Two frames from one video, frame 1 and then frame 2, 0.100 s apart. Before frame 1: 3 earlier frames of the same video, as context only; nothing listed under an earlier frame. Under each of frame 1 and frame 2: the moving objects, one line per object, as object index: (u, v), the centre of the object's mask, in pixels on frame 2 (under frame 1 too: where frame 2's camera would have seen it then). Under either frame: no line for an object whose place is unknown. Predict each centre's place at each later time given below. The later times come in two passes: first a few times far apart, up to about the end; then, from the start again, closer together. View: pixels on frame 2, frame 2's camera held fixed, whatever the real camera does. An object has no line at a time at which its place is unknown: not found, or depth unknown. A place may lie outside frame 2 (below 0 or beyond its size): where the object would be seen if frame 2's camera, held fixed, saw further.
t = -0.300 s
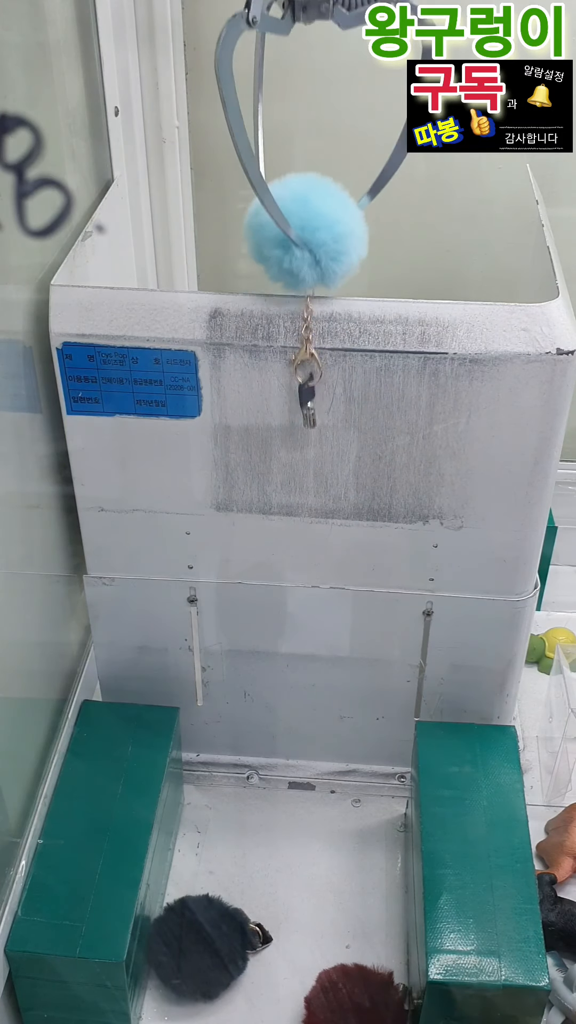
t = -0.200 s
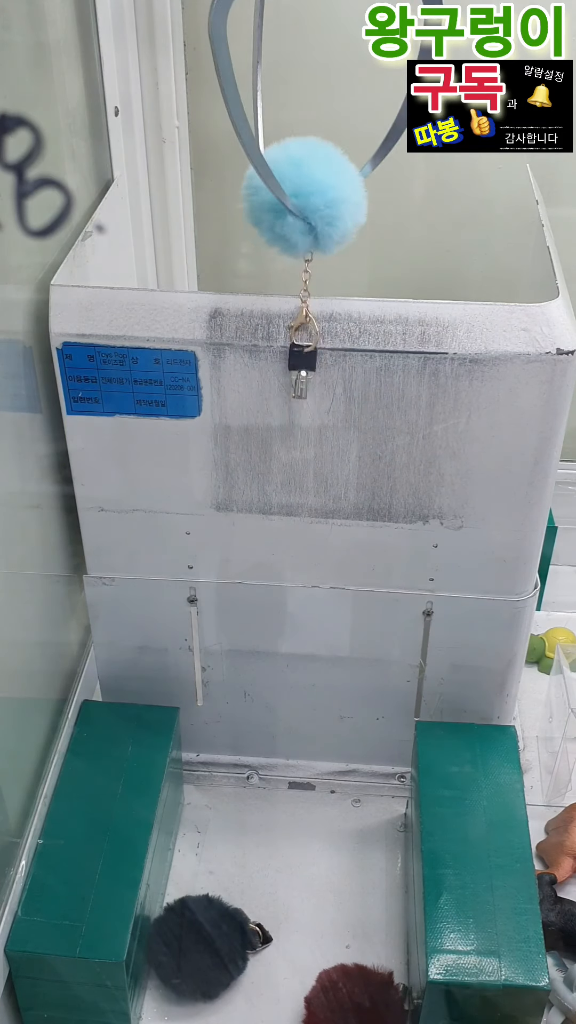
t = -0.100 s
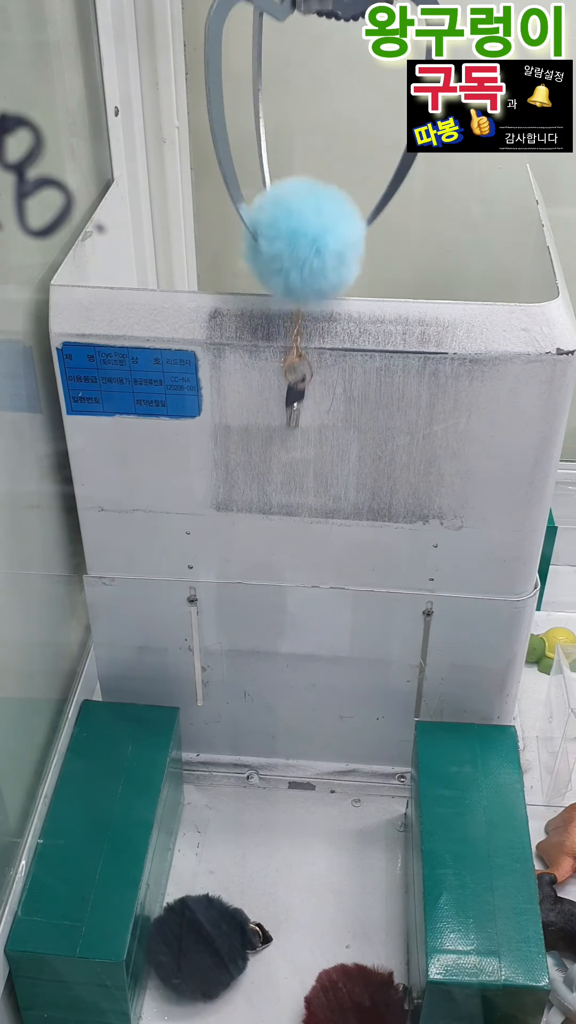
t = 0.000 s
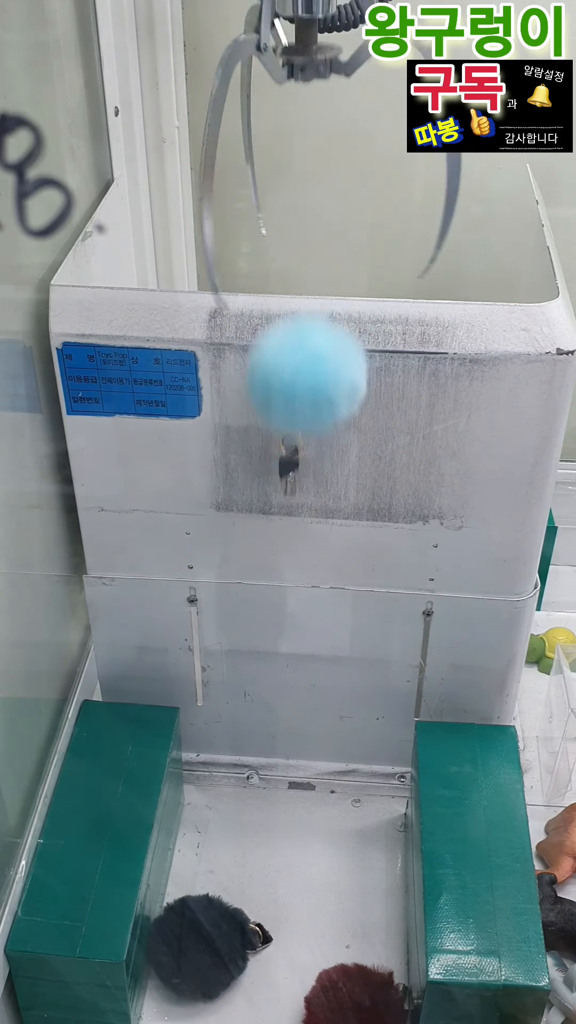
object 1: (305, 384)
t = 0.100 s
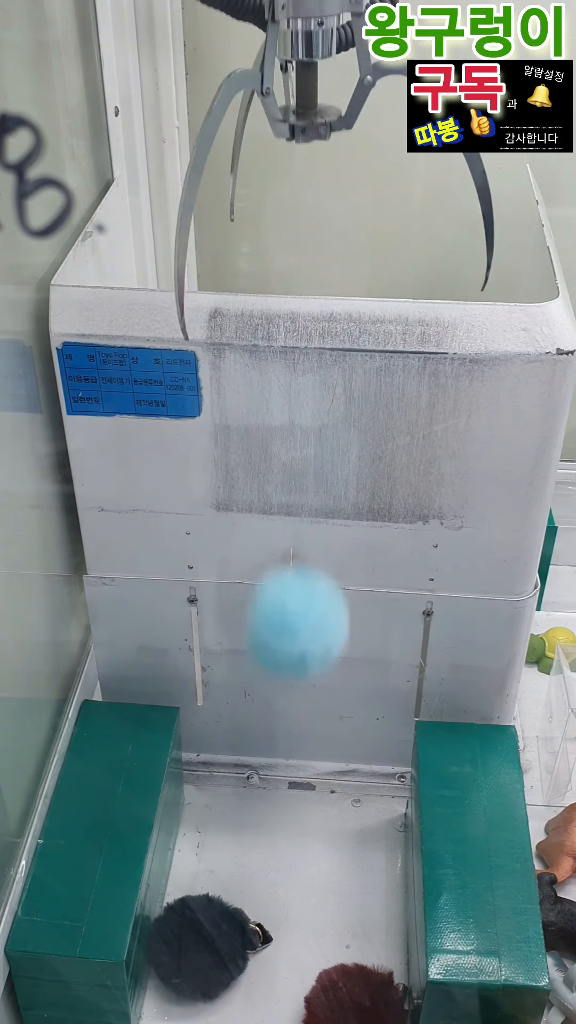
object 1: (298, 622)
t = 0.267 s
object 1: (280, 814)
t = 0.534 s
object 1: (274, 779)
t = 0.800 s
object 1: (273, 780)
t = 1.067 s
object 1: (273, 780)
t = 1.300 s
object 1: (273, 780)
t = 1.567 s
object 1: (273, 780)
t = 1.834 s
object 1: (273, 780)
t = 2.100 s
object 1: (274, 780)
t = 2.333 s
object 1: (274, 780)
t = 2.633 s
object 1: (274, 781)
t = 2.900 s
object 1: (273, 781)
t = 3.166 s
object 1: (273, 780)
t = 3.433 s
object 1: (273, 780)
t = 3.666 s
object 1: (273, 780)
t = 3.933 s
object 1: (273, 780)
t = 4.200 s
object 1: (273, 781)
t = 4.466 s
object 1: (274, 781)
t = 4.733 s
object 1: (274, 781)
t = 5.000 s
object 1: (274, 781)
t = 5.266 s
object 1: (274, 781)
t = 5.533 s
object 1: (273, 780)
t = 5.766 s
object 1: (273, 780)
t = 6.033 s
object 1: (273, 780)
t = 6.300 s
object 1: (273, 780)
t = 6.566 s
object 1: (273, 780)
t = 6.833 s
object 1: (273, 780)
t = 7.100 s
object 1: (273, 780)
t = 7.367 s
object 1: (273, 780)
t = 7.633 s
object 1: (273, 780)
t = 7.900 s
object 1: (273, 780)
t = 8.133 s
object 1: (273, 780)
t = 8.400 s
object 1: (273, 780)
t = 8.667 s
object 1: (274, 780)
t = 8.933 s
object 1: (274, 781)
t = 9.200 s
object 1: (274, 780)
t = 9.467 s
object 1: (273, 780)
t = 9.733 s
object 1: (274, 780)
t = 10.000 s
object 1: (274, 780)
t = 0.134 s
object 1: (292, 704)
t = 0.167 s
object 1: (288, 786)
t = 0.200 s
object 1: (287, 862)
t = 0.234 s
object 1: (283, 840)
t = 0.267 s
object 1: (280, 814)
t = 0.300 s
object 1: (278, 796)
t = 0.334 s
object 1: (276, 787)
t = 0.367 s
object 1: (277, 786)
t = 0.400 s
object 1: (275, 779)
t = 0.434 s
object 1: (274, 776)
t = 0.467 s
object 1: (274, 776)
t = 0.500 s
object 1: (273, 777)
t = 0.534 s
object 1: (274, 779)
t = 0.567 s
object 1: (273, 780)
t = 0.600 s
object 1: (273, 780)
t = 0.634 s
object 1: (273, 780)
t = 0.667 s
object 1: (273, 780)
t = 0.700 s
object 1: (273, 780)
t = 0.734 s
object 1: (273, 780)
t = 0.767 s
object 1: (273, 780)
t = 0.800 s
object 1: (273, 780)
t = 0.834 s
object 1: (273, 780)
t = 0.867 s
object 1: (273, 780)
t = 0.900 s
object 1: (273, 780)
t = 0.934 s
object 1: (273, 780)
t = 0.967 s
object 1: (273, 780)
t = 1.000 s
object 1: (273, 780)
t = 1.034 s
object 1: (273, 780)
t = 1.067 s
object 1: (273, 780)
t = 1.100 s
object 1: (273, 780)
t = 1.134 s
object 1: (273, 780)
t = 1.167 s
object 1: (273, 780)
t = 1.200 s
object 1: (273, 780)
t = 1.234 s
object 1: (273, 780)
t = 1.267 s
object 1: (273, 780)
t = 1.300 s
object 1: (273, 780)
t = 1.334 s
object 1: (273, 780)
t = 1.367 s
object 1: (273, 780)
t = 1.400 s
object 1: (273, 780)
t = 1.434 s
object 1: (273, 780)
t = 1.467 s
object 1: (273, 780)
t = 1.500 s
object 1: (273, 780)
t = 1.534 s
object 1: (273, 780)
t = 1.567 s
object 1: (273, 780)
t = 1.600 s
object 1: (273, 781)
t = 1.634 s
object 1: (273, 781)
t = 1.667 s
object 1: (273, 780)
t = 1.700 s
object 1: (273, 780)
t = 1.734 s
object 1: (273, 780)
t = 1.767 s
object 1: (273, 780)
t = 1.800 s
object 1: (273, 780)
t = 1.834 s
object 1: (273, 780)
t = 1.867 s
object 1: (273, 780)
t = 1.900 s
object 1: (274, 780)
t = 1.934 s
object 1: (274, 780)
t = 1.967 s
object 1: (274, 780)
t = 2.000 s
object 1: (274, 780)
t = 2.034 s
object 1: (273, 780)
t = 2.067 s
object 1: (274, 780)
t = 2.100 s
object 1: (274, 780)
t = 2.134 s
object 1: (274, 780)
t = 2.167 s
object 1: (274, 780)
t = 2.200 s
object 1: (274, 780)
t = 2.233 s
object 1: (274, 780)
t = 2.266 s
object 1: (274, 780)
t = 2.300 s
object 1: (274, 781)
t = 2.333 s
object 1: (274, 780)
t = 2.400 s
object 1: (274, 781)
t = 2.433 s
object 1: (274, 781)
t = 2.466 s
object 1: (274, 781)
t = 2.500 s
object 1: (274, 781)
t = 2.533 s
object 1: (274, 781)
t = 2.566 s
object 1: (274, 781)
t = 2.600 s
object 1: (274, 781)
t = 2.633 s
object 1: (274, 781)
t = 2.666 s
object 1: (274, 781)
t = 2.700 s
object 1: (274, 781)
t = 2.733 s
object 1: (274, 781)
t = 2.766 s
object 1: (274, 781)
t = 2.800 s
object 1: (274, 781)
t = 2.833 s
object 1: (274, 781)
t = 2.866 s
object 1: (274, 781)
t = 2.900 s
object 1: (273, 781)
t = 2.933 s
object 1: (274, 780)
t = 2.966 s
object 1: (274, 781)
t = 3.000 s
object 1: (274, 781)
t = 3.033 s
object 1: (274, 780)
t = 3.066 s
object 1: (274, 781)
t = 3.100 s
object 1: (274, 780)
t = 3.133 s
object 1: (274, 780)
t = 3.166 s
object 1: (273, 780)
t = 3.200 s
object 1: (273, 780)
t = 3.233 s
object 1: (273, 780)
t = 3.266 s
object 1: (273, 780)
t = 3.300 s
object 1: (273, 780)
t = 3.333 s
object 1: (273, 780)
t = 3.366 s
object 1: (273, 780)
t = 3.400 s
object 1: (273, 780)
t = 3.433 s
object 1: (273, 780)
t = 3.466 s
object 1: (273, 780)
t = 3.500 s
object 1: (273, 780)
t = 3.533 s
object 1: (273, 780)
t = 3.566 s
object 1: (273, 780)
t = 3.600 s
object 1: (273, 780)
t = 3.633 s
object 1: (273, 780)
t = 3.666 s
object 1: (273, 780)
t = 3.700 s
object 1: (273, 780)
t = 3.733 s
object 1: (273, 780)
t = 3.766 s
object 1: (273, 780)
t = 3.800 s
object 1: (273, 780)
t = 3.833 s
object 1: (273, 780)
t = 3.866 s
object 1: (273, 780)
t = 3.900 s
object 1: (273, 780)
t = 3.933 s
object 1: (273, 780)
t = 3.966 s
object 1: (273, 780)
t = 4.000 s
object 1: (273, 781)
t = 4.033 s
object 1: (273, 780)
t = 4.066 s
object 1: (273, 781)
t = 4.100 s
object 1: (273, 781)
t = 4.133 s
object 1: (273, 781)
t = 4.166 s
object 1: (273, 781)
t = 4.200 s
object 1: (273, 781)
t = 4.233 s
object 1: (273, 781)
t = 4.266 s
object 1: (273, 781)
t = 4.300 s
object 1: (273, 781)
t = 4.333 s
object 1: (273, 781)
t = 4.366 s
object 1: (273, 781)
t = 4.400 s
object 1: (273, 781)
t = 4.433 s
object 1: (273, 781)
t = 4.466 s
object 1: (274, 781)
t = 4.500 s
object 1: (274, 781)
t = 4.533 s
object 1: (274, 781)
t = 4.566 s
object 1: (274, 781)
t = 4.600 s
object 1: (274, 781)
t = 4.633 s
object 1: (274, 781)
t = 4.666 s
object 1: (274, 781)
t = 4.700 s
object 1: (274, 781)
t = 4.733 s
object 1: (274, 781)
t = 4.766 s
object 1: (274, 781)
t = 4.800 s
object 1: (274, 781)
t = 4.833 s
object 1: (274, 781)
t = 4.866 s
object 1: (274, 781)
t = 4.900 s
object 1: (274, 781)
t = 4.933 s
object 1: (274, 781)
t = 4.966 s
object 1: (274, 781)
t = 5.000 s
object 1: (274, 781)
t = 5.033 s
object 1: (274, 781)
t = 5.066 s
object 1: (274, 781)
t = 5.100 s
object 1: (274, 781)
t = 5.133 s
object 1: (274, 781)
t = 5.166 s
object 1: (274, 780)
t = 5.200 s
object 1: (274, 780)
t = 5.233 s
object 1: (274, 780)
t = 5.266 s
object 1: (274, 781)
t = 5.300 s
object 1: (274, 781)
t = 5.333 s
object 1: (274, 780)
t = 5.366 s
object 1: (273, 780)
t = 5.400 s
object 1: (274, 780)
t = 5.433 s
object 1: (273, 780)
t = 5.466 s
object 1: (273, 780)
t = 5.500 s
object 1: (273, 780)
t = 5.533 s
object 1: (273, 780)
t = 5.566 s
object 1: (273, 780)
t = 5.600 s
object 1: (273, 780)
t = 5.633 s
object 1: (273, 780)
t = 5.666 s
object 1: (273, 780)
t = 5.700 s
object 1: (273, 780)
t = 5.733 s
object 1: (273, 780)
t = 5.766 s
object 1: (273, 780)
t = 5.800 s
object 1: (273, 780)
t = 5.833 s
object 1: (273, 780)
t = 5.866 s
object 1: (273, 780)
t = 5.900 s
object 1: (273, 780)
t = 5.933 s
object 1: (273, 780)
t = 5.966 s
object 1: (273, 780)
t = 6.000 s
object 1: (273, 780)
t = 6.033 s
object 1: (273, 780)
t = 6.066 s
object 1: (273, 780)
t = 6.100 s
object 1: (273, 780)
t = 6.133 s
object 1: (273, 780)
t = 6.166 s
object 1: (273, 780)
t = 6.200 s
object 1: (273, 780)
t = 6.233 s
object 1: (273, 780)
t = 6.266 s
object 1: (273, 780)
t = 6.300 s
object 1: (273, 780)
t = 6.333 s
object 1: (273, 780)
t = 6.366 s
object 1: (273, 780)
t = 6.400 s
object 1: (273, 780)
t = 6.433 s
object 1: (273, 780)
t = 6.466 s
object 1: (273, 780)
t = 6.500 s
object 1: (273, 780)
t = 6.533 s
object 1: (273, 780)
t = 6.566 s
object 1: (273, 780)
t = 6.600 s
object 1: (273, 780)
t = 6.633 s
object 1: (273, 780)
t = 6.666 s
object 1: (273, 780)
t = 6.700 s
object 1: (273, 780)
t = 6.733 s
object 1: (273, 780)
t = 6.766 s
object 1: (273, 780)
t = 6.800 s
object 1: (273, 780)
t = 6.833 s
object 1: (273, 780)
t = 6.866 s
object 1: (273, 780)
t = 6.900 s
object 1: (273, 780)
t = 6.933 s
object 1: (273, 780)
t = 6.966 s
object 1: (273, 780)
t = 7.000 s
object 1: (273, 780)
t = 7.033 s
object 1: (273, 780)
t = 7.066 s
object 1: (273, 780)
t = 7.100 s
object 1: (273, 780)
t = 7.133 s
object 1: (273, 781)
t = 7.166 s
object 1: (273, 780)
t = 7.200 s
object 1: (273, 780)
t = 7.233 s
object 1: (273, 780)
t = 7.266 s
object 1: (273, 780)
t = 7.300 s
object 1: (273, 780)
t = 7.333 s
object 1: (273, 780)
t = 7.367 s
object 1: (273, 780)
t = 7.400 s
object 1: (273, 780)
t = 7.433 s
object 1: (273, 780)
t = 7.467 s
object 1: (274, 780)
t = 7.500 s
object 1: (274, 780)
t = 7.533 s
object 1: (274, 780)
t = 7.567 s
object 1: (274, 780)
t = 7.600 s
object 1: (273, 780)
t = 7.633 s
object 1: (273, 780)
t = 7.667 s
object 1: (273, 780)
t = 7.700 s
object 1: (273, 780)
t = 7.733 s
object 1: (273, 780)
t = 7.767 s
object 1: (273, 780)
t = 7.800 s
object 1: (273, 780)
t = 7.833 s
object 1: (273, 780)
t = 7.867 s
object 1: (273, 780)
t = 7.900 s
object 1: (273, 780)
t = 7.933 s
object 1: (273, 780)
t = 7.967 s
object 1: (273, 780)
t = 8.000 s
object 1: (273, 780)
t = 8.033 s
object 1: (273, 780)
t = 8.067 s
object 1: (273, 780)
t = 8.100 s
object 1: (273, 780)
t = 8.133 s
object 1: (273, 780)
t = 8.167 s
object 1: (273, 780)
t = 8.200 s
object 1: (273, 780)
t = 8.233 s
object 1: (273, 780)
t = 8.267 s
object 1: (273, 780)
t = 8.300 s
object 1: (273, 780)
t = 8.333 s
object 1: (273, 780)
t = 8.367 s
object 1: (273, 780)
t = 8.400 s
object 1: (273, 780)
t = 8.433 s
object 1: (273, 780)
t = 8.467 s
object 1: (273, 780)
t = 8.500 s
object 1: (273, 780)
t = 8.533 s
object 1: (273, 780)
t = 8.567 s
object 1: (274, 780)
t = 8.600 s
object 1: (273, 780)
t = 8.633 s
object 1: (274, 780)
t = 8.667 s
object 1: (274, 780)
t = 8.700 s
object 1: (274, 780)
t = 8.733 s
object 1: (274, 780)
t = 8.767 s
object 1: (274, 780)
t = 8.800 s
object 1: (273, 780)
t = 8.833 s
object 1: (274, 780)
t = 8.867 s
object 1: (274, 780)
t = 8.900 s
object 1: (274, 781)
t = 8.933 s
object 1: (274, 781)
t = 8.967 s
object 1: (274, 781)
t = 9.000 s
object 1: (274, 781)
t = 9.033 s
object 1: (274, 781)
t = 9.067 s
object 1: (274, 781)
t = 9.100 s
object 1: (274, 781)
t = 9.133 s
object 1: (274, 781)
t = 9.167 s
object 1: (274, 780)
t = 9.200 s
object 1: (274, 780)
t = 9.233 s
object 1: (274, 780)
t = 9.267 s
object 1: (274, 780)
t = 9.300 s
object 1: (274, 780)
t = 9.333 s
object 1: (274, 780)
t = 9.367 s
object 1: (273, 780)
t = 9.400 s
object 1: (273, 780)
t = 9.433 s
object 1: (273, 780)
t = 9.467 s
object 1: (273, 780)
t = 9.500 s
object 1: (273, 780)
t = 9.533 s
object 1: (274, 780)
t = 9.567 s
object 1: (274, 780)
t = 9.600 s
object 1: (273, 780)
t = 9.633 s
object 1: (273, 780)
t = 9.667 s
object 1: (274, 780)
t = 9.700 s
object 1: (274, 780)
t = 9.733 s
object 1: (274, 780)
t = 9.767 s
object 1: (274, 780)
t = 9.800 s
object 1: (274, 780)
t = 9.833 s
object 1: (273, 780)
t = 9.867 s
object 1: (273, 780)
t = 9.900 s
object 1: (274, 780)
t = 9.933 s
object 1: (274, 780)
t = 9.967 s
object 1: (273, 780)
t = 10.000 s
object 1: (274, 780)
